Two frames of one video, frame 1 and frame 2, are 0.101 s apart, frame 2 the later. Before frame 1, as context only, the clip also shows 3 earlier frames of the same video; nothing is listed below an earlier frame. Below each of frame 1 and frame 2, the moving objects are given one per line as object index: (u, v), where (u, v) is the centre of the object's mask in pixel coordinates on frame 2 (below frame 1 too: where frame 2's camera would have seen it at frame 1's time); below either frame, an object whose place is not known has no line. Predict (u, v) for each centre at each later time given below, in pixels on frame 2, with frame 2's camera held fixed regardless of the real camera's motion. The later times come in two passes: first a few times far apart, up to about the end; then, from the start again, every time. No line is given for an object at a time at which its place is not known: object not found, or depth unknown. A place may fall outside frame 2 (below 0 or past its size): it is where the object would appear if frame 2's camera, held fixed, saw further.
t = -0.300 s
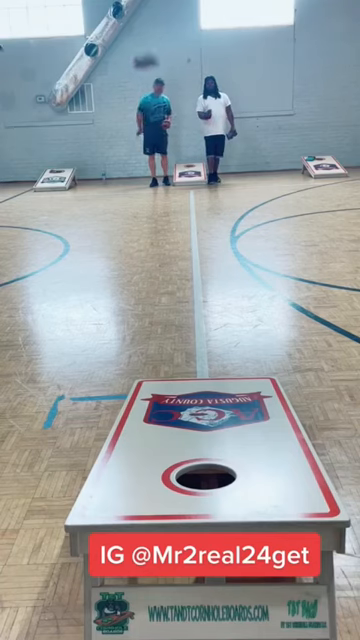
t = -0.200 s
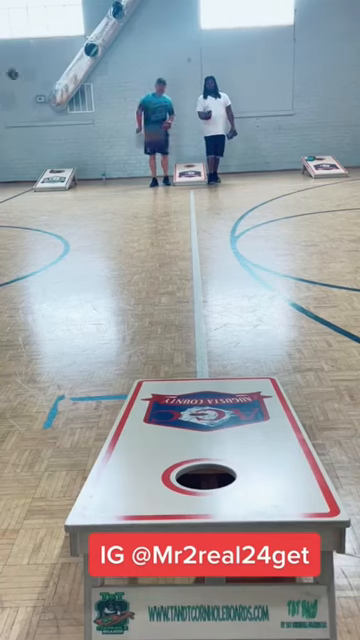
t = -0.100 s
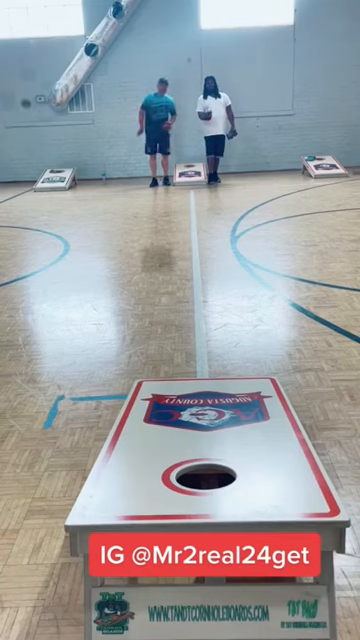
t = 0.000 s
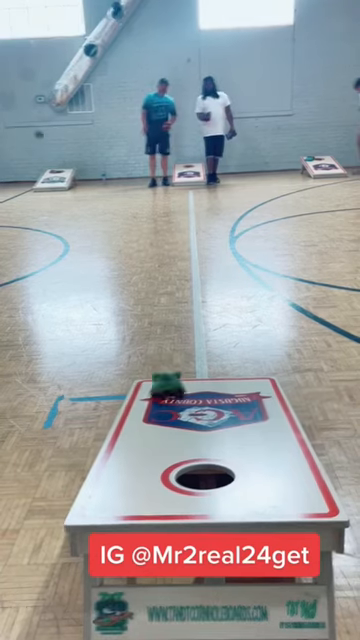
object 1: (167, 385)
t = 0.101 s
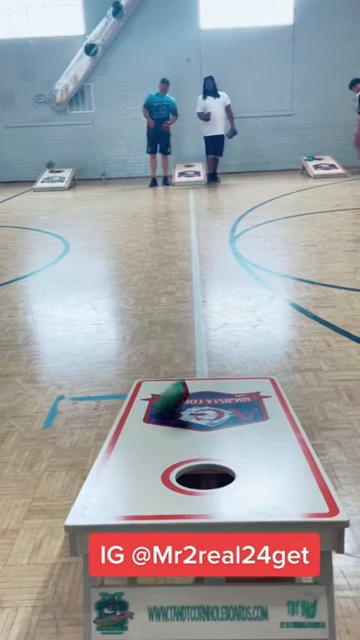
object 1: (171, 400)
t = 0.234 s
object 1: (180, 433)
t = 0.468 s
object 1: (192, 447)
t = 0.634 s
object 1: (193, 447)
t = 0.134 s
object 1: (172, 408)
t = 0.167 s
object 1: (172, 422)
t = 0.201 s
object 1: (177, 428)
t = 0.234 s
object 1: (180, 433)
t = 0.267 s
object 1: (182, 438)
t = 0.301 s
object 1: (184, 442)
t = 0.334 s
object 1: (187, 444)
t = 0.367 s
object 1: (189, 445)
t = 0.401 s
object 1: (190, 446)
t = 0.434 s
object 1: (192, 447)
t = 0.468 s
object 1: (192, 447)
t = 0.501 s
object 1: (193, 447)
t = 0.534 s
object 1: (193, 447)
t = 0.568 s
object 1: (193, 447)
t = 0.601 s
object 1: (193, 447)
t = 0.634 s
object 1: (193, 447)
